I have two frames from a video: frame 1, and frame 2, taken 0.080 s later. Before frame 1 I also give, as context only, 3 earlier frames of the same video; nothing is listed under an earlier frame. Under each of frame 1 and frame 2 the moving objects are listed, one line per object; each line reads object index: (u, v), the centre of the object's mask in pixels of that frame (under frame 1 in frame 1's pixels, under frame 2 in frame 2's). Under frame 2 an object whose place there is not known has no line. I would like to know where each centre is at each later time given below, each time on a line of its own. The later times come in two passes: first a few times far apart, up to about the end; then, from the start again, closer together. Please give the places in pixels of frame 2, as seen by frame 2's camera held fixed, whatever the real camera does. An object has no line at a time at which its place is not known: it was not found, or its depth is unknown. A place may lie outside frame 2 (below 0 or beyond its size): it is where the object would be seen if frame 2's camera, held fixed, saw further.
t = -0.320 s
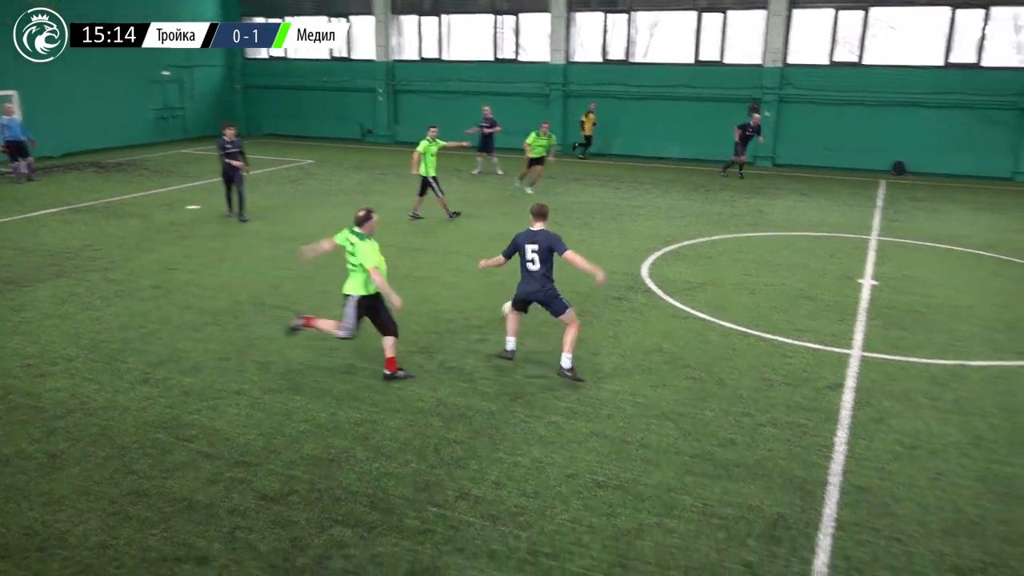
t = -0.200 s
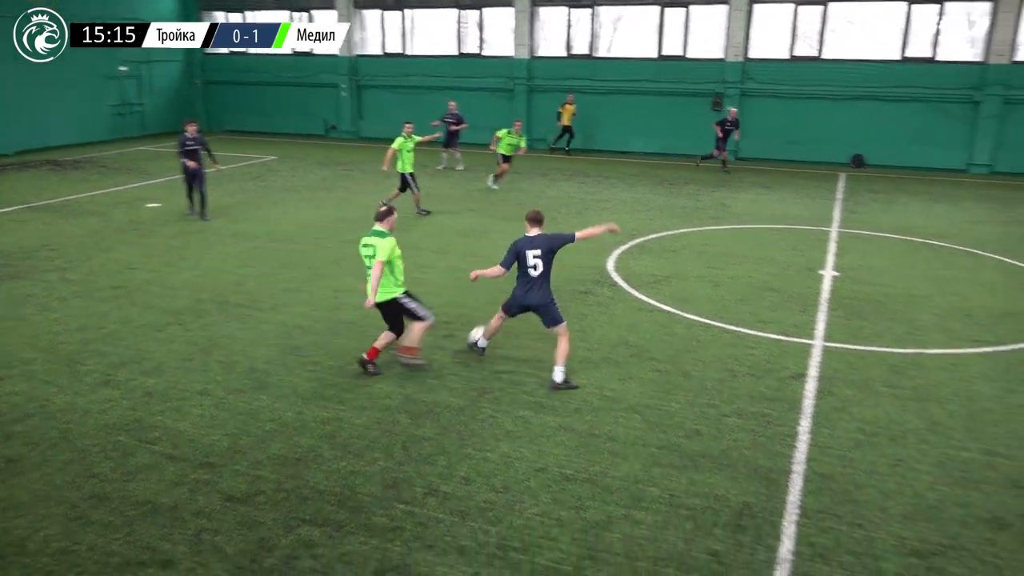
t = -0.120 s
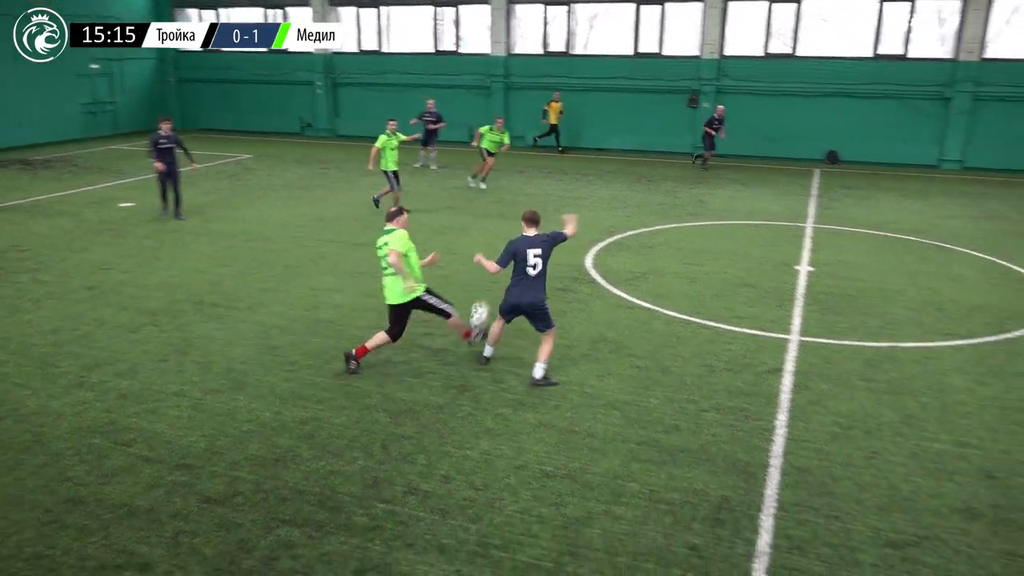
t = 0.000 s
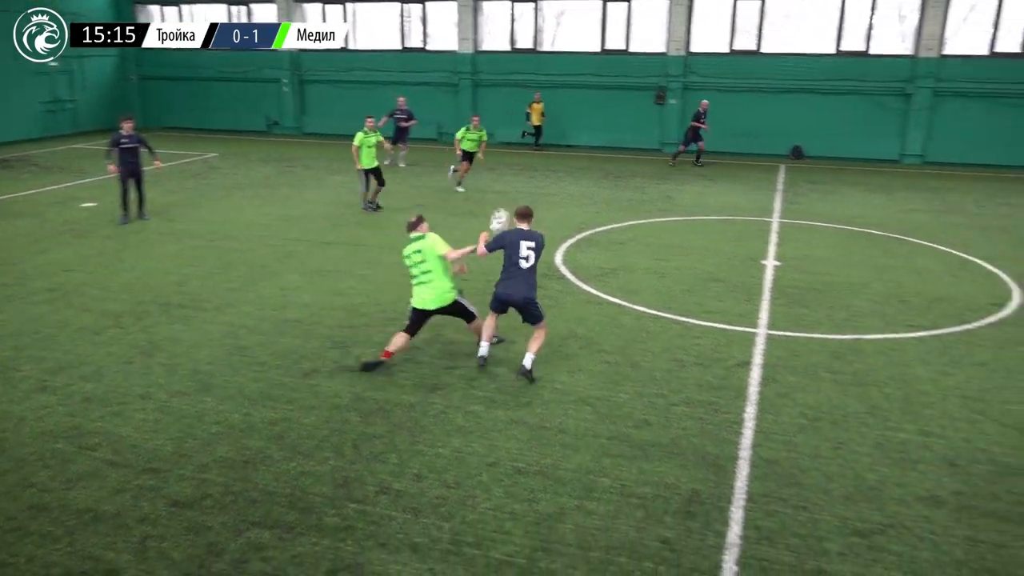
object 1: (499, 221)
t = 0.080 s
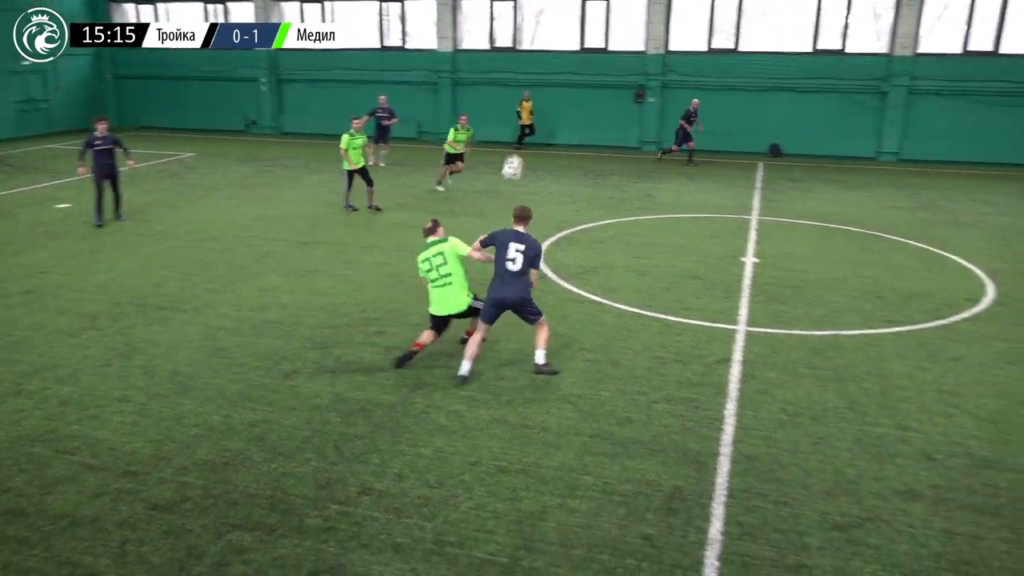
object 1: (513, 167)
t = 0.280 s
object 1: (588, 64)
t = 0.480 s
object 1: (658, 4)
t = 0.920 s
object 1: (786, 9)
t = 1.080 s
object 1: (821, 52)
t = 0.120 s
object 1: (528, 143)
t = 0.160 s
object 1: (543, 122)
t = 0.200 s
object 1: (558, 100)
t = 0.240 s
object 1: (573, 82)
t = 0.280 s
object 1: (588, 64)
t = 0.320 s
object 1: (602, 50)
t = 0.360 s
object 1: (617, 36)
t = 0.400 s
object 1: (631, 25)
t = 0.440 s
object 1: (645, 13)
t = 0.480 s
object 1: (658, 4)
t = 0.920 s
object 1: (786, 9)
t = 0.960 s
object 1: (796, 17)
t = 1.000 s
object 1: (805, 27)
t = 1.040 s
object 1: (812, 39)
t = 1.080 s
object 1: (821, 52)
